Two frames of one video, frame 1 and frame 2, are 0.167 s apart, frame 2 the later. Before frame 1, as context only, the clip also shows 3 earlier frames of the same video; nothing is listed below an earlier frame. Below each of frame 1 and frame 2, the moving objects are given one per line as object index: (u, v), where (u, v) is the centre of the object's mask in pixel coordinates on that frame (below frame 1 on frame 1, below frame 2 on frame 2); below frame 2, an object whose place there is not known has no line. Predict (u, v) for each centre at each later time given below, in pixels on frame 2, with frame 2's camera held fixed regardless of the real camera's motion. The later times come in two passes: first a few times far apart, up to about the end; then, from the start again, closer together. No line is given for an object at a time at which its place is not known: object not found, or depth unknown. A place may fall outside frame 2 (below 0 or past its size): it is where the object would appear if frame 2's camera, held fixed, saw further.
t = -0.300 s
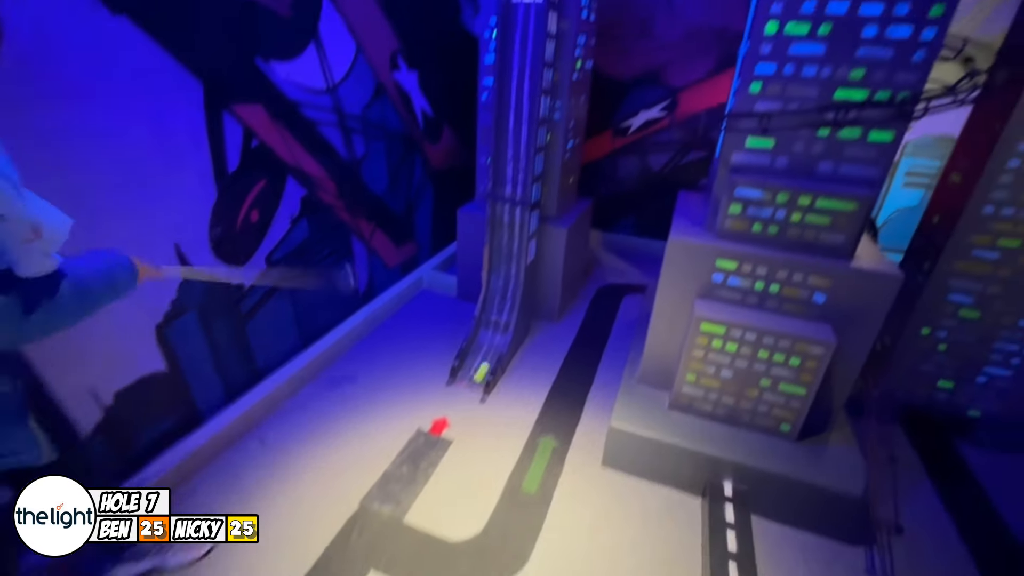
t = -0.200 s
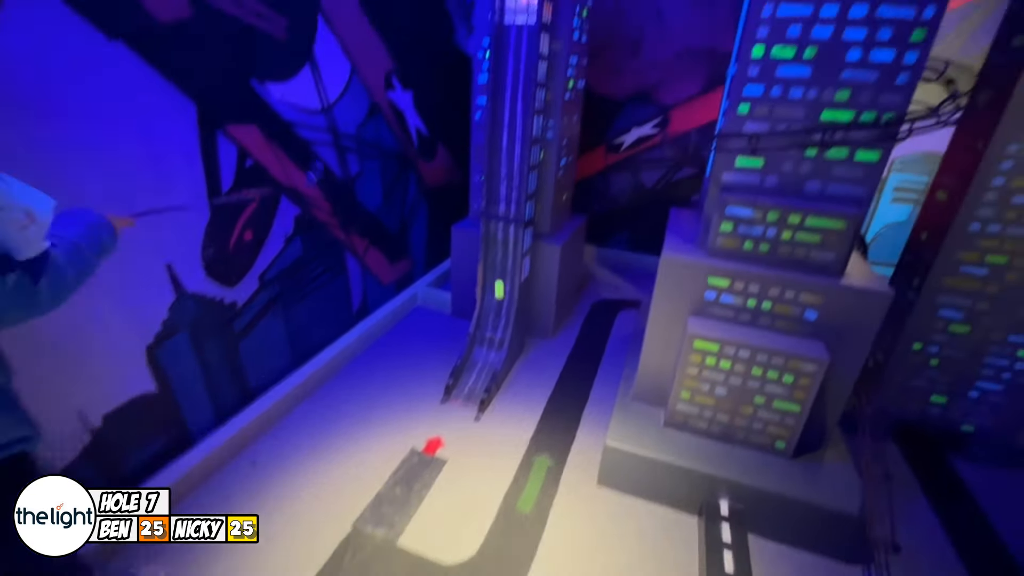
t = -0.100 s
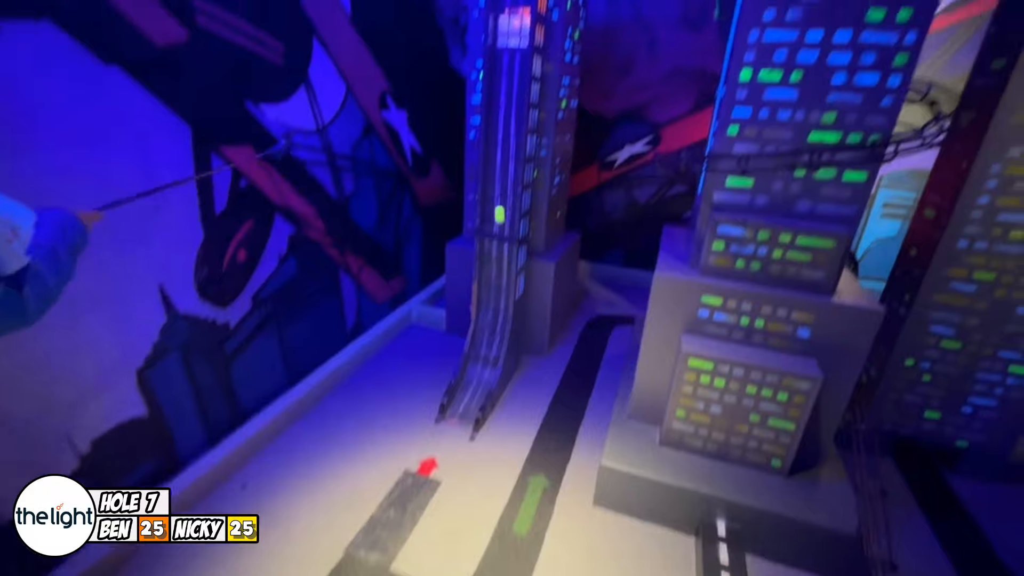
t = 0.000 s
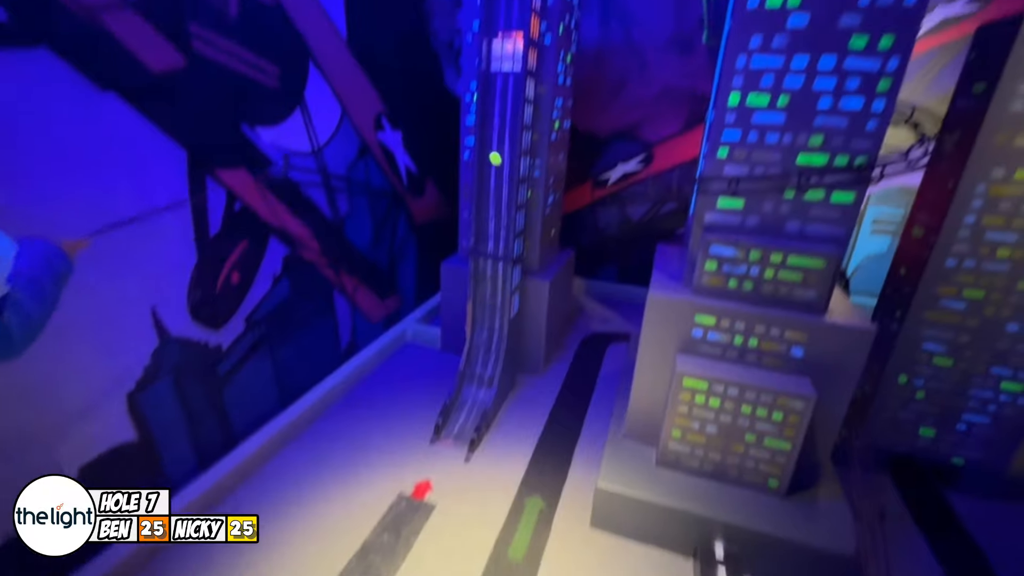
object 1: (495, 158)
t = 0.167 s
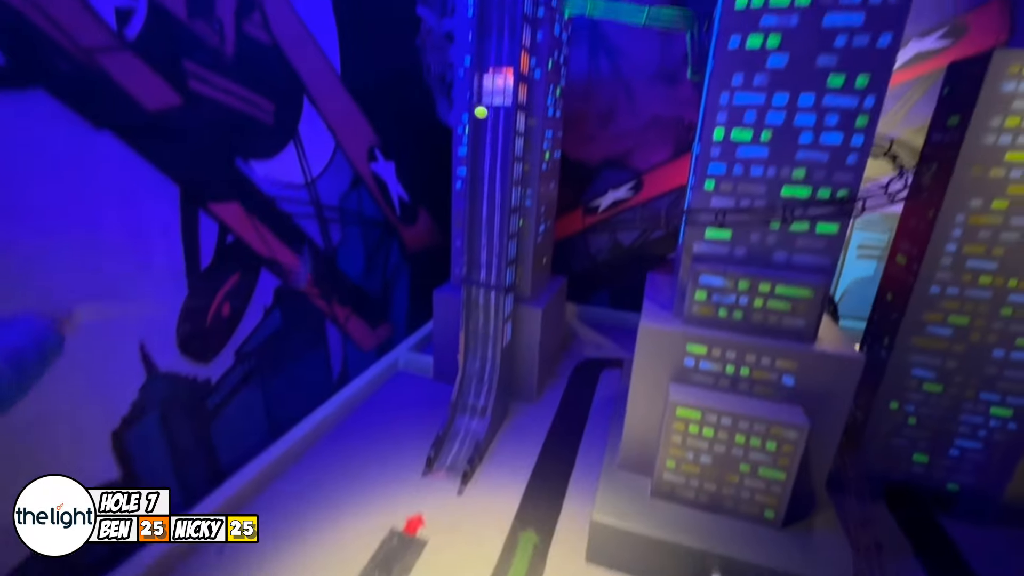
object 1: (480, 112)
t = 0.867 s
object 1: (439, 463)
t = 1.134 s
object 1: (418, 500)
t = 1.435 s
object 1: (425, 485)
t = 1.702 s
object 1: (437, 467)
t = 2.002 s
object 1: (437, 466)
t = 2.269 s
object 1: (432, 479)
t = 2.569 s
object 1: (425, 488)
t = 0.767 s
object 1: (445, 409)
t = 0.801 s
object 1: (443, 447)
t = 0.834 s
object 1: (441, 467)
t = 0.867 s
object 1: (439, 463)
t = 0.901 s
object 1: (436, 461)
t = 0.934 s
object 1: (433, 461)
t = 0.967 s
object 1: (431, 462)
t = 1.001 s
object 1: (428, 466)
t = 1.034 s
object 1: (425, 472)
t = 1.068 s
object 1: (423, 480)
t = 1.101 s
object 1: (420, 492)
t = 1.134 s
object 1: (418, 500)
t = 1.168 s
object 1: (418, 497)
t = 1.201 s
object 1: (418, 495)
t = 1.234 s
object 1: (417, 496)
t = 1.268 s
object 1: (418, 497)
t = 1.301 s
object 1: (419, 495)
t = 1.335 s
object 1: (421, 493)
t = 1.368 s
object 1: (422, 491)
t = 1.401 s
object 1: (423, 488)
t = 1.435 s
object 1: (425, 485)
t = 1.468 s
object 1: (427, 482)
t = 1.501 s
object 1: (429, 480)
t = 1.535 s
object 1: (430, 477)
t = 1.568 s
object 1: (432, 474)
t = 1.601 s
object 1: (433, 472)
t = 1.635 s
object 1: (434, 471)
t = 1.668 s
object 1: (436, 469)
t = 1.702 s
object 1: (437, 467)
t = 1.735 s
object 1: (437, 466)
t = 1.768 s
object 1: (436, 463)
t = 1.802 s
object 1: (438, 463)
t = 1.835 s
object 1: (439, 463)
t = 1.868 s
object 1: (439, 463)
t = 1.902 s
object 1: (439, 463)
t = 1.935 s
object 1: (438, 464)
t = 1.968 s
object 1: (438, 465)
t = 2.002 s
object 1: (437, 466)
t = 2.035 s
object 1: (436, 468)
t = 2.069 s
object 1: (435, 470)
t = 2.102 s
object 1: (435, 471)
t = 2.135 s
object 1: (434, 472)
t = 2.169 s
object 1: (434, 474)
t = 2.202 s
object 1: (433, 476)
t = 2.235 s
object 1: (432, 477)
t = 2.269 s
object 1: (432, 479)
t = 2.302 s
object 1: (431, 480)
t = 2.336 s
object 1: (430, 481)
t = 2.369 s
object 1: (430, 483)
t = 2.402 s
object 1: (429, 484)
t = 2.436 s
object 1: (428, 485)
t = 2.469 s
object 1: (427, 486)
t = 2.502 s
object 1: (427, 487)
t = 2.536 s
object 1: (426, 487)
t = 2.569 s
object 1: (425, 488)
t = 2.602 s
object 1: (424, 488)
